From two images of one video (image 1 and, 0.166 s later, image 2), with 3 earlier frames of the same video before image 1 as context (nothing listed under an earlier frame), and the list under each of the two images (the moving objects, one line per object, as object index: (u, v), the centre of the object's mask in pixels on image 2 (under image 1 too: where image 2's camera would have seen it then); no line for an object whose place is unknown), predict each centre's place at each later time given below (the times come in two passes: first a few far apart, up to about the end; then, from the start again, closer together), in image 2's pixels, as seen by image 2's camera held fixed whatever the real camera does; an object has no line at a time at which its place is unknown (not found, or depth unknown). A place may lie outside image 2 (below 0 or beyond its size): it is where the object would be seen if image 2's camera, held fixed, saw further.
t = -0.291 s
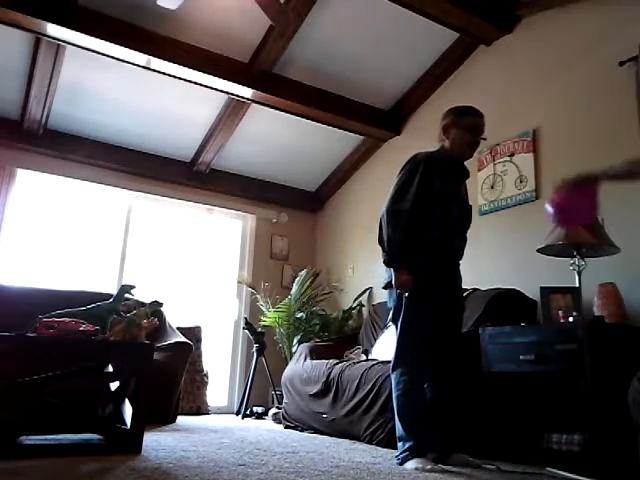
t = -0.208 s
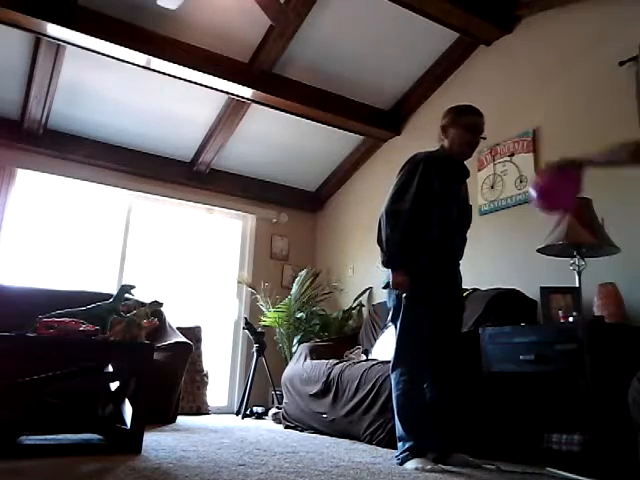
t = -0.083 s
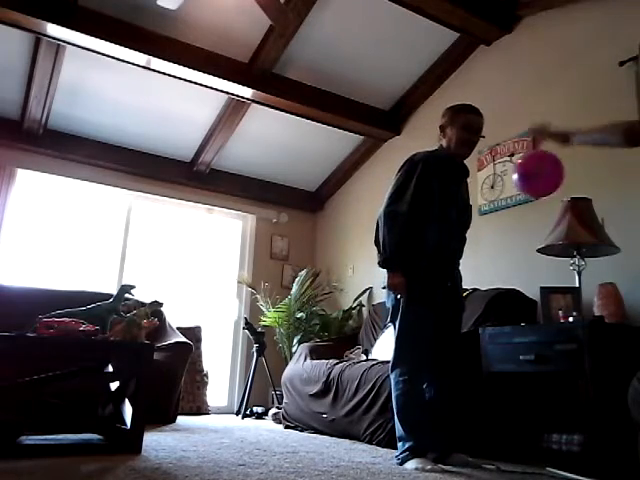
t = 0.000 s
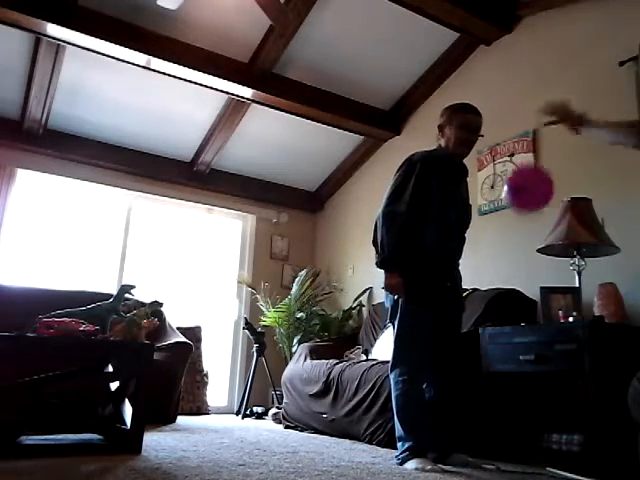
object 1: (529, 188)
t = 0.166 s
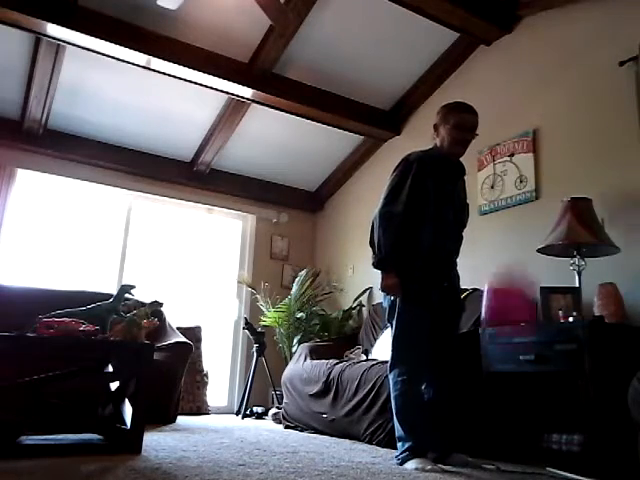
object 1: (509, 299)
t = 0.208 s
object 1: (504, 356)
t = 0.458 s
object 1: (486, 367)
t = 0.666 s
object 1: (479, 318)
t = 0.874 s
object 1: (472, 447)
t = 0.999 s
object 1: (467, 441)
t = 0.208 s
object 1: (504, 356)
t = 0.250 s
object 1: (501, 418)
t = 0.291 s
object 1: (496, 462)
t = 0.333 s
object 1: (493, 460)
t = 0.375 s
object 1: (492, 430)
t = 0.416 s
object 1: (488, 396)
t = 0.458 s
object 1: (486, 367)
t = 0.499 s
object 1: (484, 342)
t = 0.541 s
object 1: (483, 326)
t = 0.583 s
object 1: (481, 318)
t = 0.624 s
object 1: (480, 317)
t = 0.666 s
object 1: (479, 318)
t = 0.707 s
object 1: (476, 329)
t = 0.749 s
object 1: (475, 351)
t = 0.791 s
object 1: (474, 375)
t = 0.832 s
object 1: (473, 409)
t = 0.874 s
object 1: (472, 447)
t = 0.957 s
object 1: (469, 462)
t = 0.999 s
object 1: (467, 441)
